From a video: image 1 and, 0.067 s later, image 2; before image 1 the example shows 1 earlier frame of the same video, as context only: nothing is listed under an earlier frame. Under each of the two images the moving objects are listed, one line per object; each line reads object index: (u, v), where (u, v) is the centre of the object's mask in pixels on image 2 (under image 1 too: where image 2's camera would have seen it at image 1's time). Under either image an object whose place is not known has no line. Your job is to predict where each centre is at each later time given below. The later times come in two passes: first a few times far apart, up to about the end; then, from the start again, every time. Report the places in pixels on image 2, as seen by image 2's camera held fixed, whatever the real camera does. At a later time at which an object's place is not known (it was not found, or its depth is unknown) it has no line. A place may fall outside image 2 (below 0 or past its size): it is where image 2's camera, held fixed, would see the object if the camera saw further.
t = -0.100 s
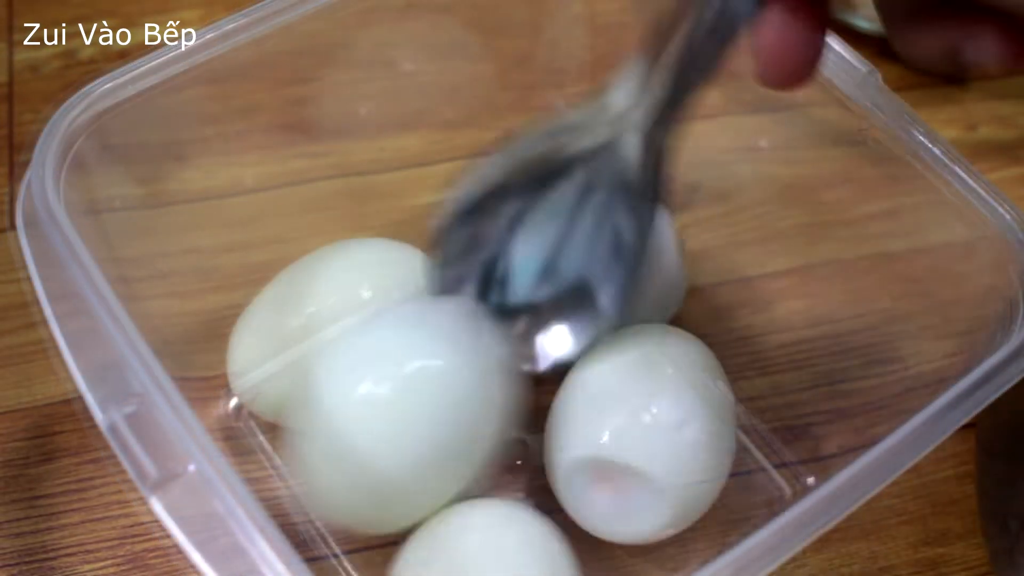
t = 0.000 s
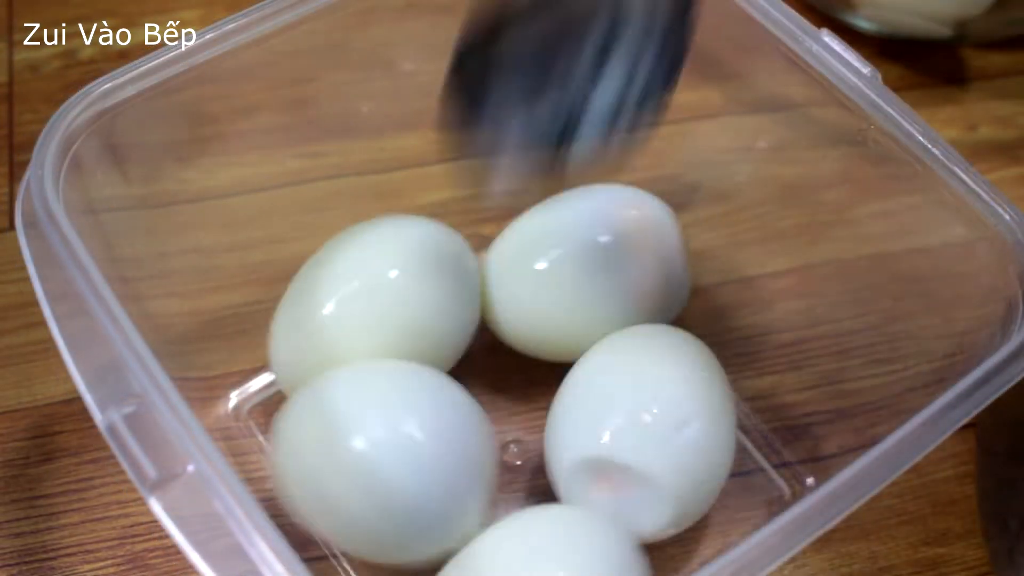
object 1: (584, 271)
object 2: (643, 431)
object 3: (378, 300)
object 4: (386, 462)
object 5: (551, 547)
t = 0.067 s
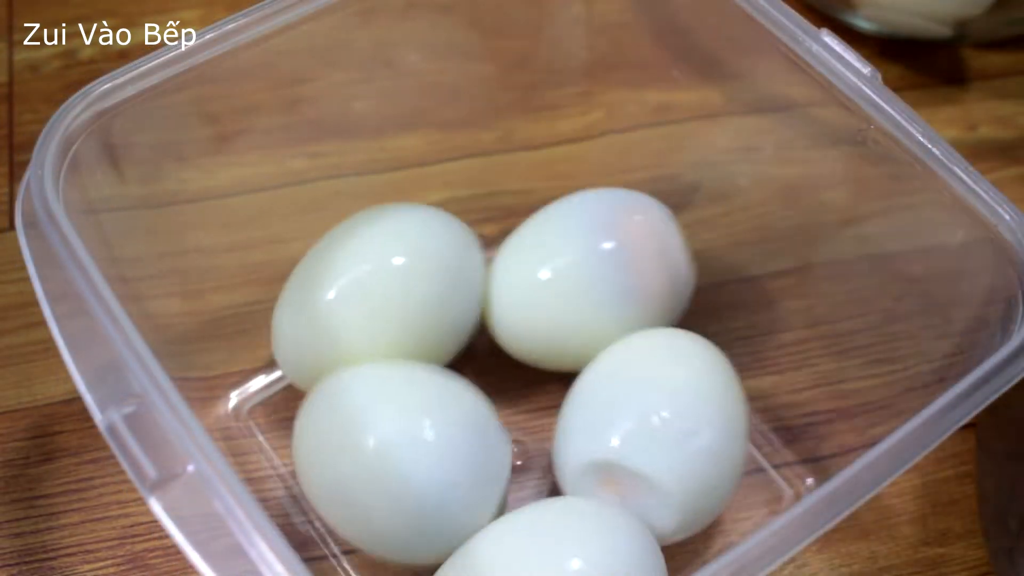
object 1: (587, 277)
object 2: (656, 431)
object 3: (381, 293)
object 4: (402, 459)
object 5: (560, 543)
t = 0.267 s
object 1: (609, 311)
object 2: (728, 446)
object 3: (399, 302)
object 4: (380, 466)
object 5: (548, 542)
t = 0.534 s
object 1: (617, 304)
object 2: (729, 460)
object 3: (407, 300)
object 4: (386, 468)
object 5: (550, 543)
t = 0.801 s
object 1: (626, 293)
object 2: (733, 457)
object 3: (407, 300)
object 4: (390, 469)
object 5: (551, 543)
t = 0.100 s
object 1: (594, 281)
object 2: (665, 433)
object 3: (387, 295)
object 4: (400, 460)
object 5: (559, 544)
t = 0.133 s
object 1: (597, 289)
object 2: (679, 439)
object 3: (388, 297)
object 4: (394, 459)
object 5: (554, 545)
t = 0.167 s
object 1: (600, 296)
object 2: (693, 442)
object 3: (389, 300)
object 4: (388, 461)
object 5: (549, 544)
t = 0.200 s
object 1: (603, 302)
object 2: (705, 445)
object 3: (392, 301)
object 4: (384, 462)
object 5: (547, 543)
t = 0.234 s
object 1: (606, 307)
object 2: (717, 446)
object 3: (395, 302)
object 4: (381, 464)
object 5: (548, 542)
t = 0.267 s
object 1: (609, 311)
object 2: (728, 446)
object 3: (399, 302)
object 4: (380, 466)
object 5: (548, 542)
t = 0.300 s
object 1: (611, 315)
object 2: (737, 445)
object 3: (402, 302)
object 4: (379, 466)
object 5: (547, 543)
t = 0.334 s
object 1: (613, 317)
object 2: (737, 450)
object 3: (404, 302)
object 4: (380, 467)
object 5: (548, 543)
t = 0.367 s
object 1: (614, 318)
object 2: (736, 456)
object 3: (406, 302)
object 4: (381, 467)
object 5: (548, 542)
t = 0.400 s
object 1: (614, 317)
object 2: (732, 458)
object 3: (407, 301)
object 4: (383, 467)
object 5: (550, 542)
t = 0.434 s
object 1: (613, 314)
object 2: (729, 460)
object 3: (407, 301)
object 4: (384, 467)
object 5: (552, 541)
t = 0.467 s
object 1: (613, 310)
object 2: (728, 460)
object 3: (406, 301)
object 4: (385, 468)
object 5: (552, 541)
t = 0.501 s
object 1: (615, 307)
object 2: (728, 460)
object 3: (406, 301)
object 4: (385, 468)
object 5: (551, 542)
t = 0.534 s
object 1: (617, 304)
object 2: (729, 460)
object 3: (407, 300)
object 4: (386, 468)
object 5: (550, 543)
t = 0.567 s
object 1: (618, 302)
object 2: (730, 459)
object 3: (407, 300)
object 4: (387, 468)
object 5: (550, 543)
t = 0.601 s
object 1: (620, 299)
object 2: (730, 459)
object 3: (407, 300)
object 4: (388, 468)
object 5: (550, 543)
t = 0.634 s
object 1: (621, 297)
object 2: (731, 458)
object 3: (407, 300)
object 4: (389, 468)
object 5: (550, 543)
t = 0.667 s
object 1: (622, 296)
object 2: (732, 458)
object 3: (407, 300)
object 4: (390, 469)
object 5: (551, 543)
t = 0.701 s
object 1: (624, 295)
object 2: (732, 457)
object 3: (407, 300)
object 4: (390, 469)
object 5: (551, 543)
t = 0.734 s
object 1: (625, 294)
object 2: (733, 457)
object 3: (407, 300)
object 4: (390, 469)
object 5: (551, 543)
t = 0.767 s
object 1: (626, 293)
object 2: (733, 457)
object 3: (407, 300)
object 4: (390, 469)
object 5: (551, 543)
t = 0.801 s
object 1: (626, 293)
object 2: (733, 457)
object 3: (407, 300)
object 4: (390, 469)
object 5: (551, 543)
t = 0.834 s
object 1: (627, 293)
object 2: (733, 456)
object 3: (407, 300)
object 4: (390, 469)
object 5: (551, 543)
